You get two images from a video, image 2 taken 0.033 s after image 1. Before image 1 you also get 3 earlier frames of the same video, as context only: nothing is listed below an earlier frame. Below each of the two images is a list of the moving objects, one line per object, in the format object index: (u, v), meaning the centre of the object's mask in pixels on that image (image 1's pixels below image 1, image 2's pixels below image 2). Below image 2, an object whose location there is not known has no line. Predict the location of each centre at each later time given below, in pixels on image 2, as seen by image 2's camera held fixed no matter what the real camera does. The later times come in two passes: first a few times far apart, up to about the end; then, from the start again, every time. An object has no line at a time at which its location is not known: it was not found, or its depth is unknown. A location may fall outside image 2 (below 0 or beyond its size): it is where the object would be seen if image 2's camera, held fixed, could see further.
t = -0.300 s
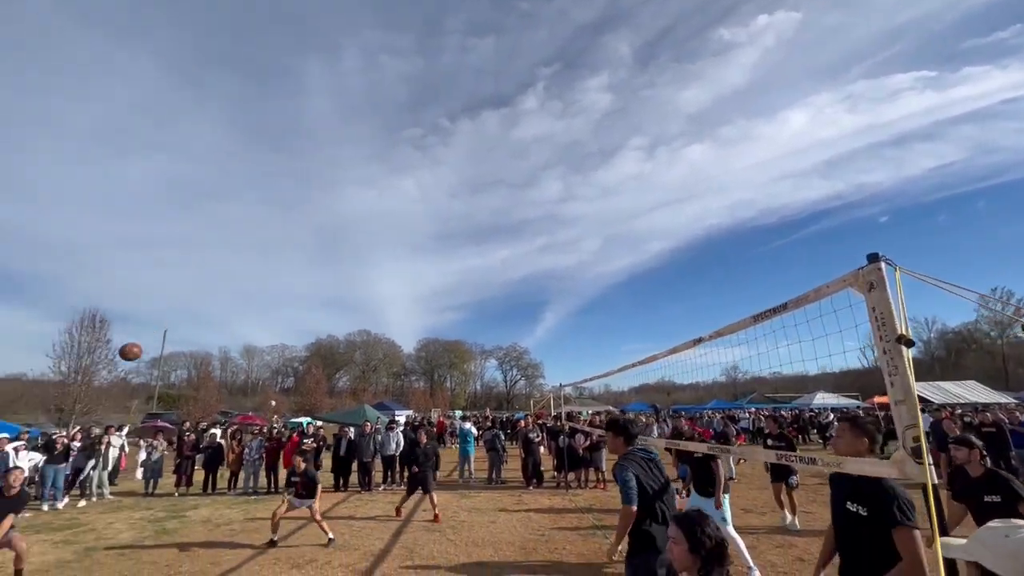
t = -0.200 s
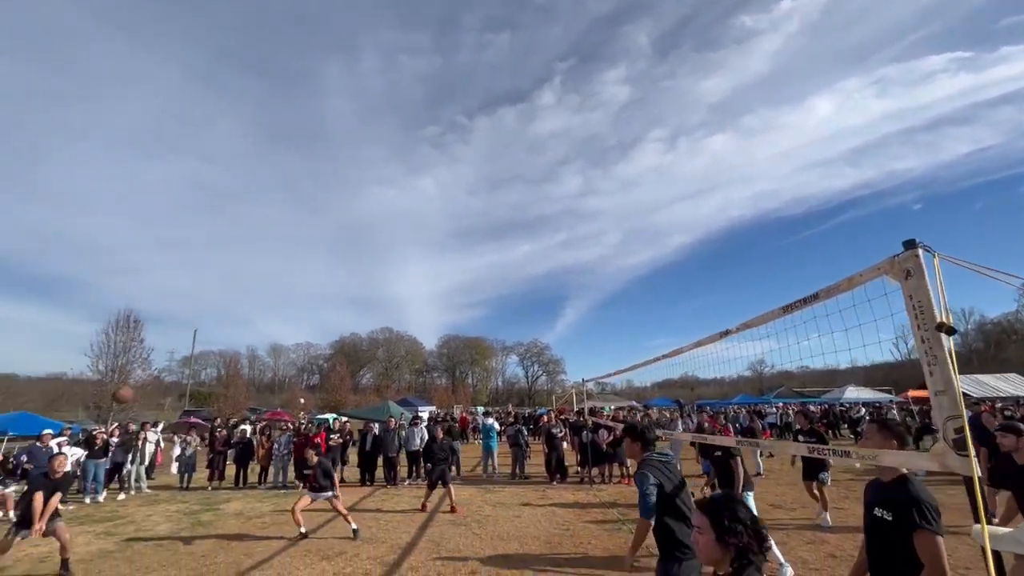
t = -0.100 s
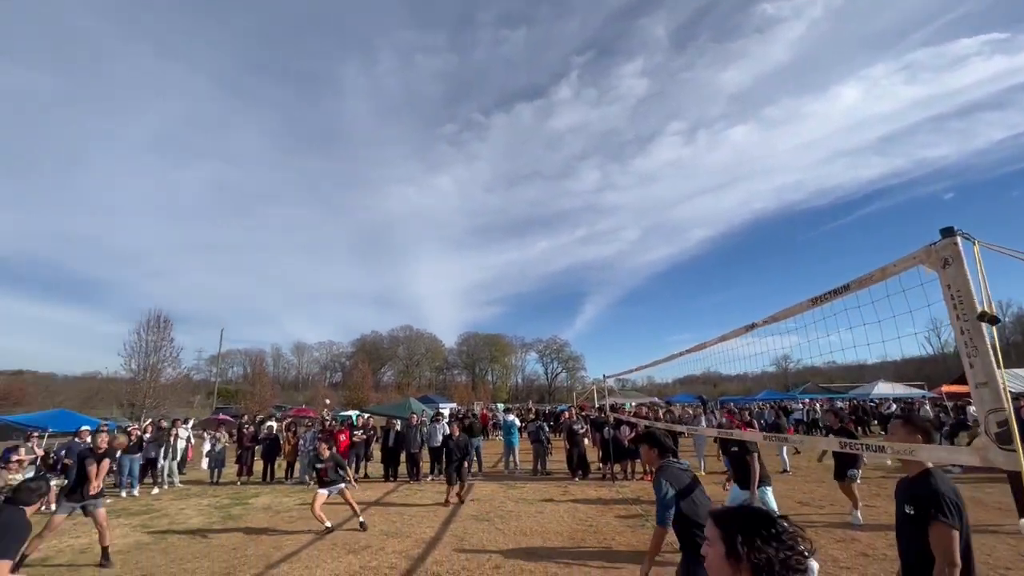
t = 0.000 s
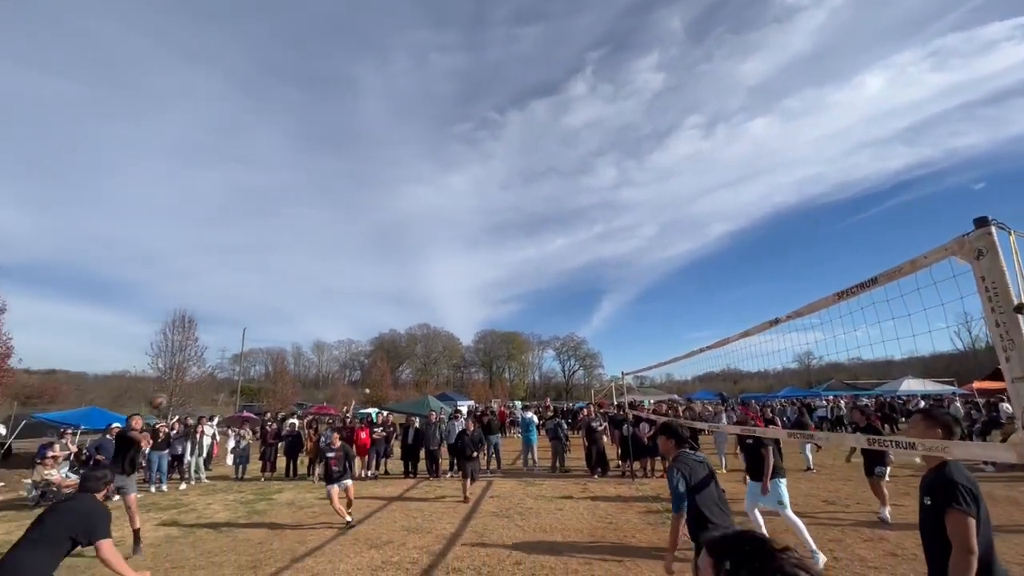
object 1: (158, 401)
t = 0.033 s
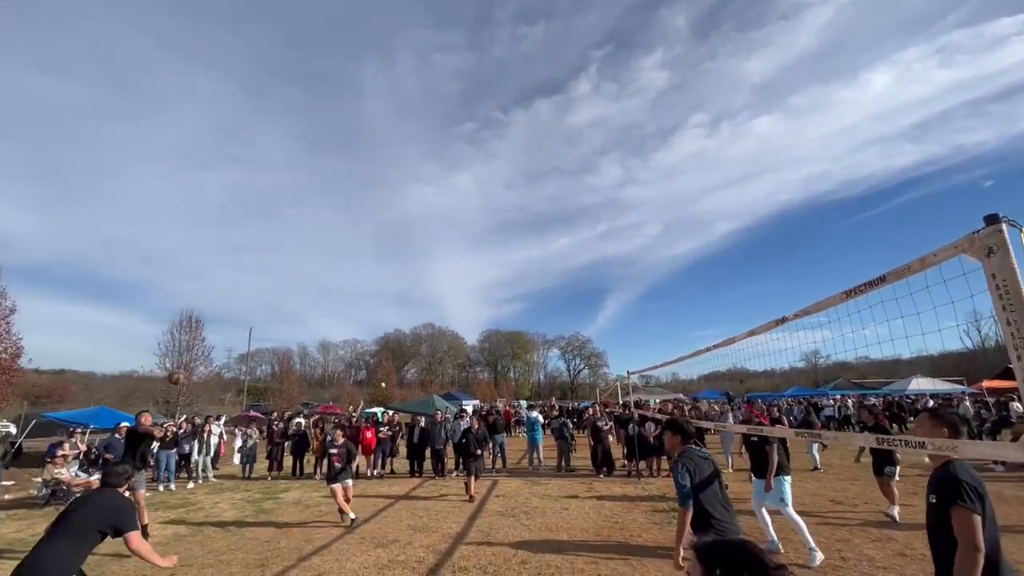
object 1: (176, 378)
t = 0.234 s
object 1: (230, 261)
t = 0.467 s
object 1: (283, 170)
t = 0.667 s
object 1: (324, 123)
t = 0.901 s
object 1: (370, 102)
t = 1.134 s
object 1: (416, 118)
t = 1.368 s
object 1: (464, 177)
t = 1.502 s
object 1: (494, 234)
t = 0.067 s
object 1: (184, 355)
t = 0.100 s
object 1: (197, 334)
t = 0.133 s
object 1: (205, 314)
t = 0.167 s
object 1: (214, 295)
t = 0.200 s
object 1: (222, 277)
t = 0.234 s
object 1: (230, 261)
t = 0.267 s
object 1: (238, 245)
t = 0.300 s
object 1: (246, 230)
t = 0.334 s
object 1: (253, 216)
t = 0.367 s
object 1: (261, 204)
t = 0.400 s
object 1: (268, 191)
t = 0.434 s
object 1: (276, 180)
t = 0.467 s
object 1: (283, 170)
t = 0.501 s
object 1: (290, 160)
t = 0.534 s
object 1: (297, 151)
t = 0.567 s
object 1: (303, 143)
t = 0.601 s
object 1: (310, 135)
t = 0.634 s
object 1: (317, 129)
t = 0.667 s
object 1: (324, 123)
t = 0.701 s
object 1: (331, 118)
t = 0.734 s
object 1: (337, 113)
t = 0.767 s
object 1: (344, 109)
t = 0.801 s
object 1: (351, 106)
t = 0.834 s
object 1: (357, 104)
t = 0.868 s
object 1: (364, 103)
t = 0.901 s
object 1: (370, 102)
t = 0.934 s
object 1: (377, 102)
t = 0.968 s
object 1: (384, 103)
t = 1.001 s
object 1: (390, 104)
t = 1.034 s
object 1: (397, 107)
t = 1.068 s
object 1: (403, 110)
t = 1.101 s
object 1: (410, 113)
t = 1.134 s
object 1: (416, 118)
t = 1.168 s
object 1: (423, 124)
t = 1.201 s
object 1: (429, 130)
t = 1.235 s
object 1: (436, 137)
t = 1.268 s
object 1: (443, 146)
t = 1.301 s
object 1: (450, 155)
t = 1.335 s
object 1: (457, 165)
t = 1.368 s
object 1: (464, 177)
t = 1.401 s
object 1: (471, 189)
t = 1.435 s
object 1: (479, 203)
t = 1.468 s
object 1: (486, 218)
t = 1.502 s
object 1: (494, 234)
